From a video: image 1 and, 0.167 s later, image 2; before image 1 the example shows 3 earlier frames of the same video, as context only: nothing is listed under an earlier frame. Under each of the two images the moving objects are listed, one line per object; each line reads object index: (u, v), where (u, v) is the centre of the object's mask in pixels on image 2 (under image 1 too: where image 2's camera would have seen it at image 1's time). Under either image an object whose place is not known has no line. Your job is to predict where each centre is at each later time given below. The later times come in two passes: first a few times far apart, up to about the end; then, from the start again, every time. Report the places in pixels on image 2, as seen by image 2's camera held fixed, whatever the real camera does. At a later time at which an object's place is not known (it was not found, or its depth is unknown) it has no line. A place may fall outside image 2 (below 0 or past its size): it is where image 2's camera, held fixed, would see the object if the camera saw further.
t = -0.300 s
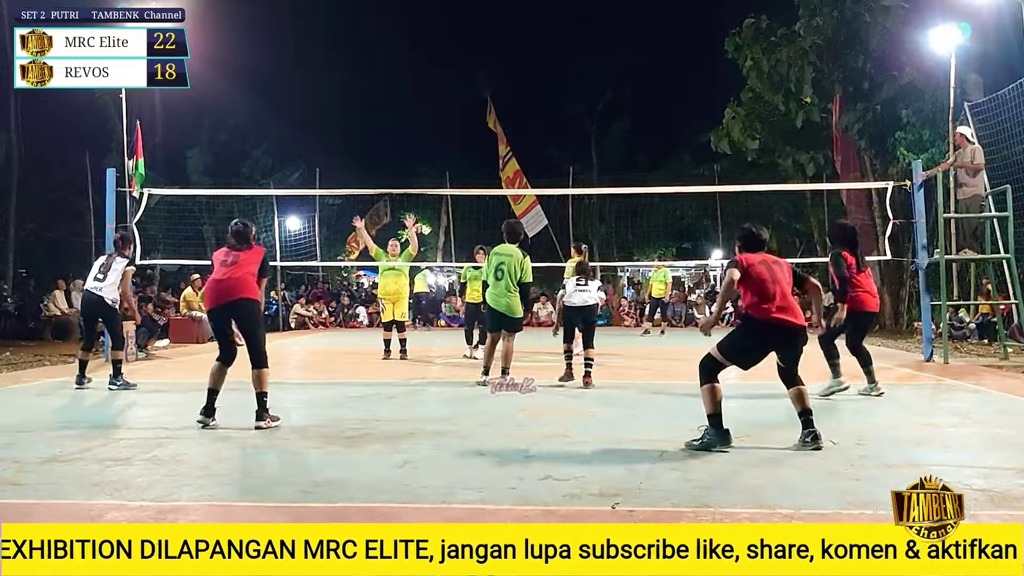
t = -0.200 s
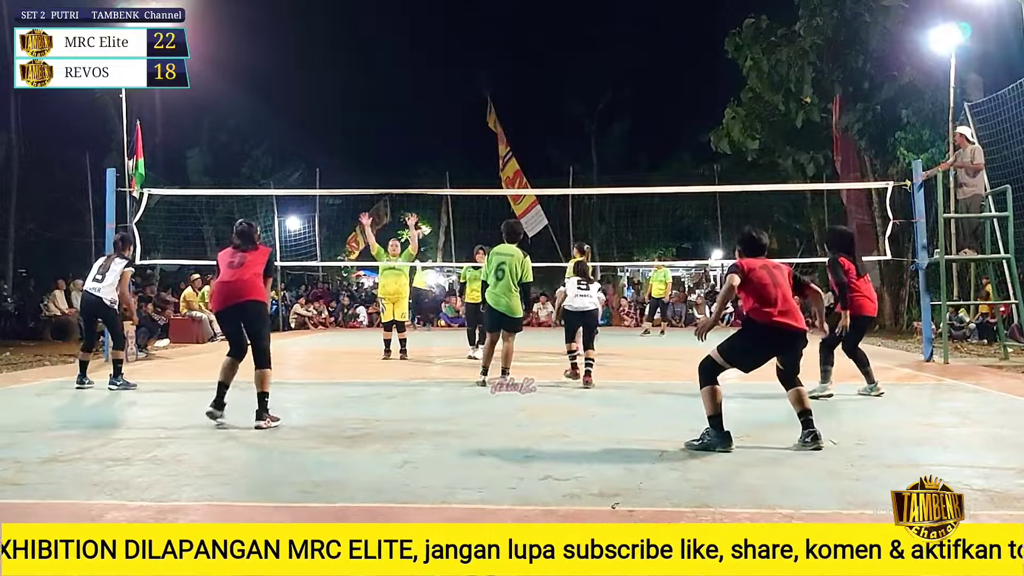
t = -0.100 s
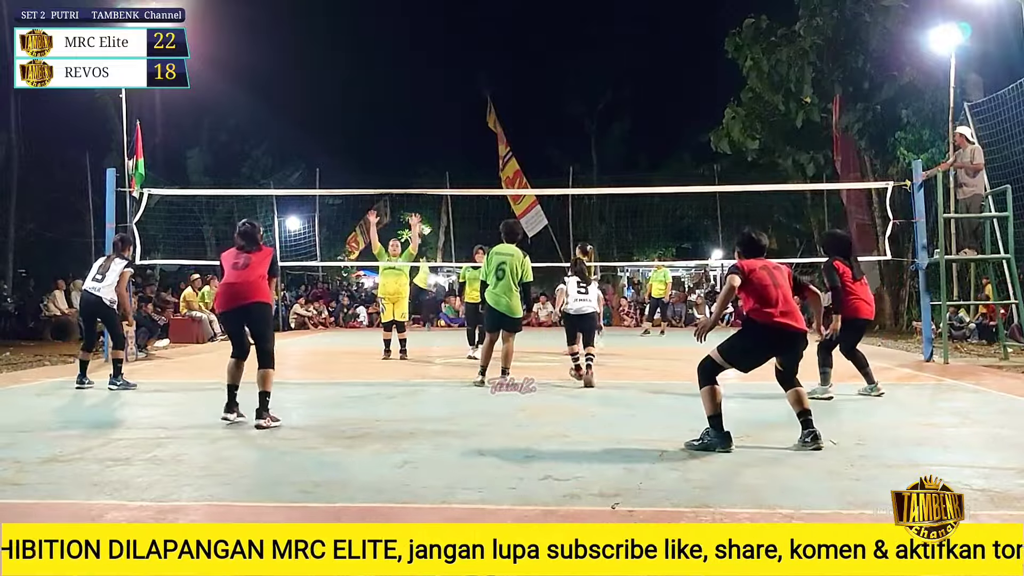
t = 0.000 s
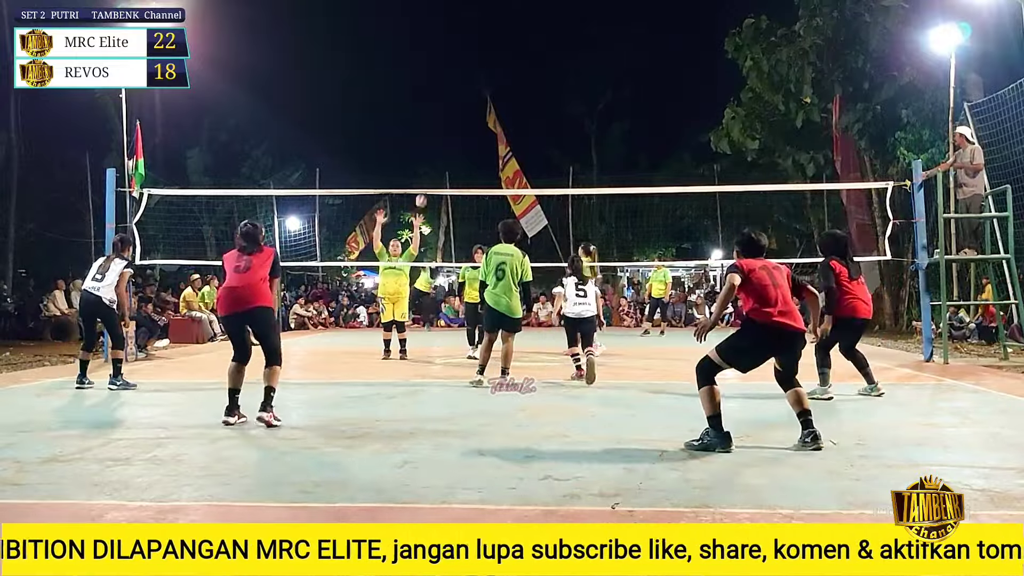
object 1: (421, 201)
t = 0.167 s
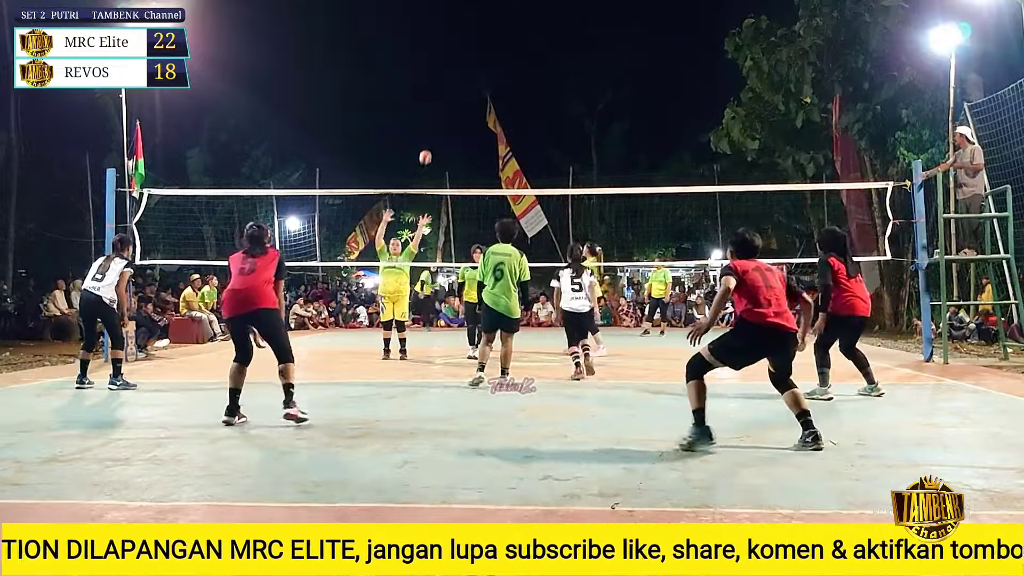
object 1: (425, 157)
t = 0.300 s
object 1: (432, 125)
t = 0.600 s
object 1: (454, 70)
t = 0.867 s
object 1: (486, 72)
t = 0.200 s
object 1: (427, 149)
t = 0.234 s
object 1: (428, 141)
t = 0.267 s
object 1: (430, 133)
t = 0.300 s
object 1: (432, 125)
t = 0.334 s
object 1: (434, 117)
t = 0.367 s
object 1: (436, 110)
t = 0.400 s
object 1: (438, 104)
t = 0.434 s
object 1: (440, 97)
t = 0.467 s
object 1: (443, 90)
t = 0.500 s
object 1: (445, 84)
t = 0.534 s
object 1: (448, 79)
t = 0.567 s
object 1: (450, 74)
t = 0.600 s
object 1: (454, 70)
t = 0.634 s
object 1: (457, 66)
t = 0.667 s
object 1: (460, 64)
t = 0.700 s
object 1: (464, 62)
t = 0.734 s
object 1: (468, 62)
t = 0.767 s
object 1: (472, 62)
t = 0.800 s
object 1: (476, 64)
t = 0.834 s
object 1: (481, 67)
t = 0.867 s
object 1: (486, 72)
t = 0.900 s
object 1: (490, 77)
